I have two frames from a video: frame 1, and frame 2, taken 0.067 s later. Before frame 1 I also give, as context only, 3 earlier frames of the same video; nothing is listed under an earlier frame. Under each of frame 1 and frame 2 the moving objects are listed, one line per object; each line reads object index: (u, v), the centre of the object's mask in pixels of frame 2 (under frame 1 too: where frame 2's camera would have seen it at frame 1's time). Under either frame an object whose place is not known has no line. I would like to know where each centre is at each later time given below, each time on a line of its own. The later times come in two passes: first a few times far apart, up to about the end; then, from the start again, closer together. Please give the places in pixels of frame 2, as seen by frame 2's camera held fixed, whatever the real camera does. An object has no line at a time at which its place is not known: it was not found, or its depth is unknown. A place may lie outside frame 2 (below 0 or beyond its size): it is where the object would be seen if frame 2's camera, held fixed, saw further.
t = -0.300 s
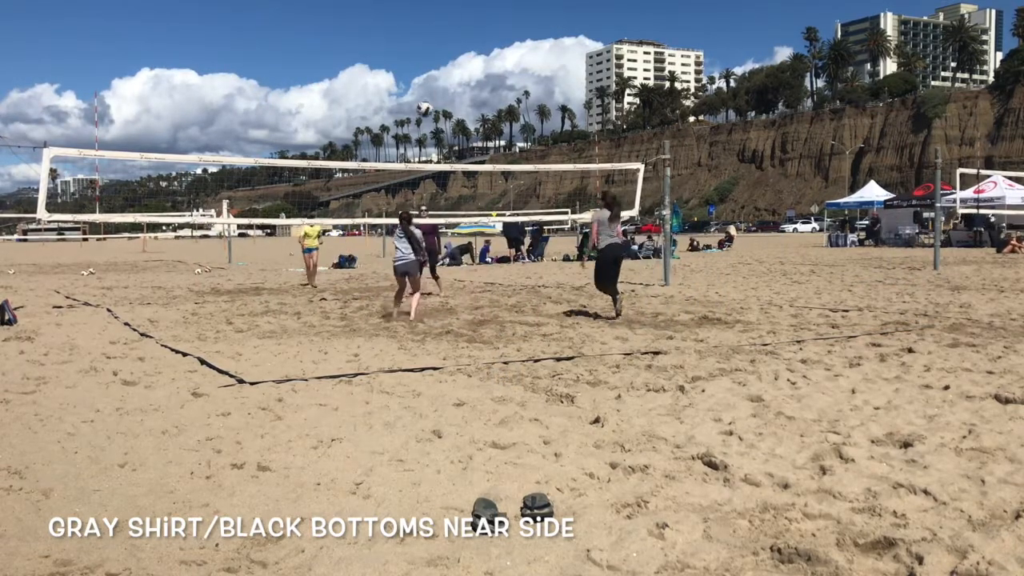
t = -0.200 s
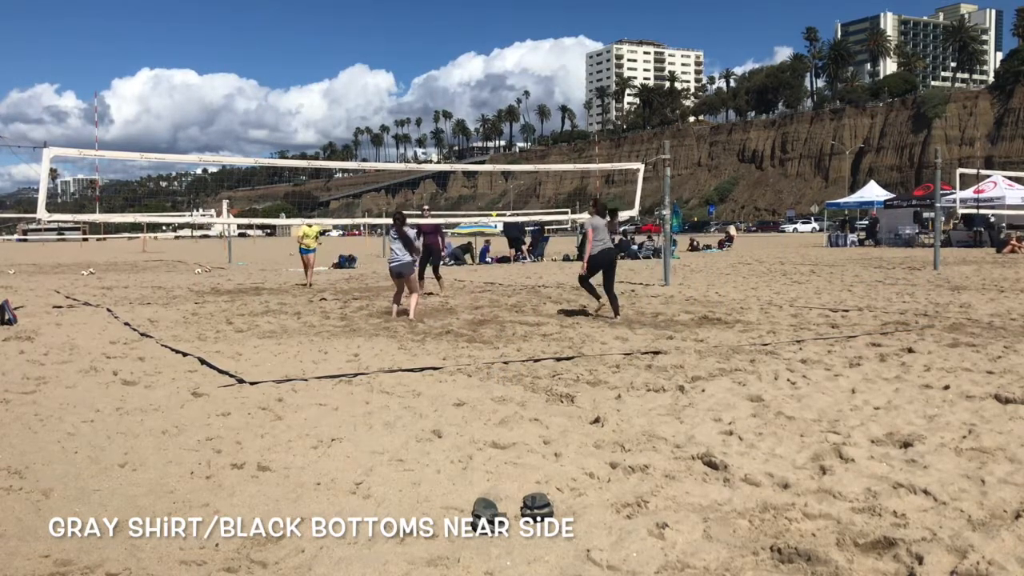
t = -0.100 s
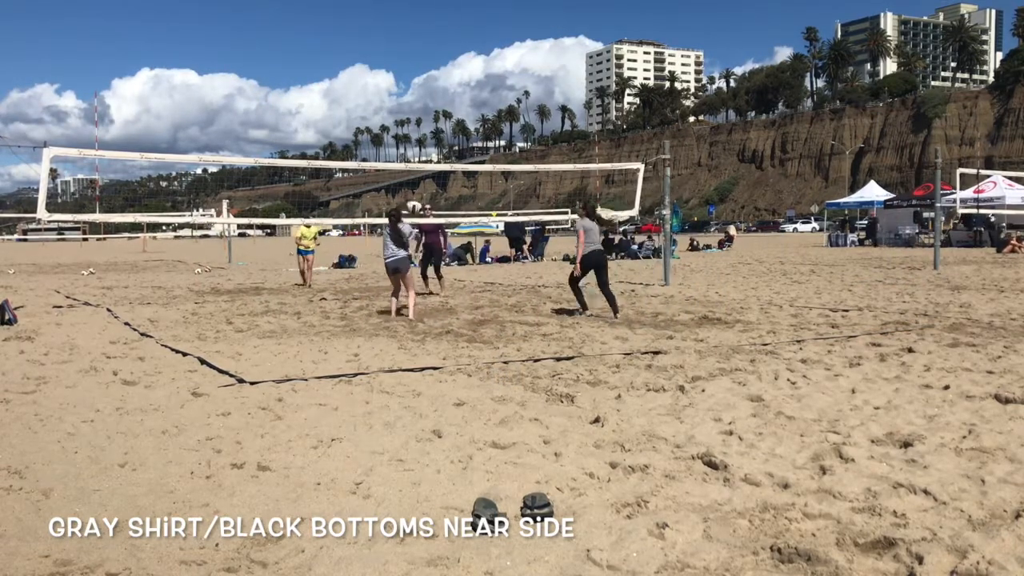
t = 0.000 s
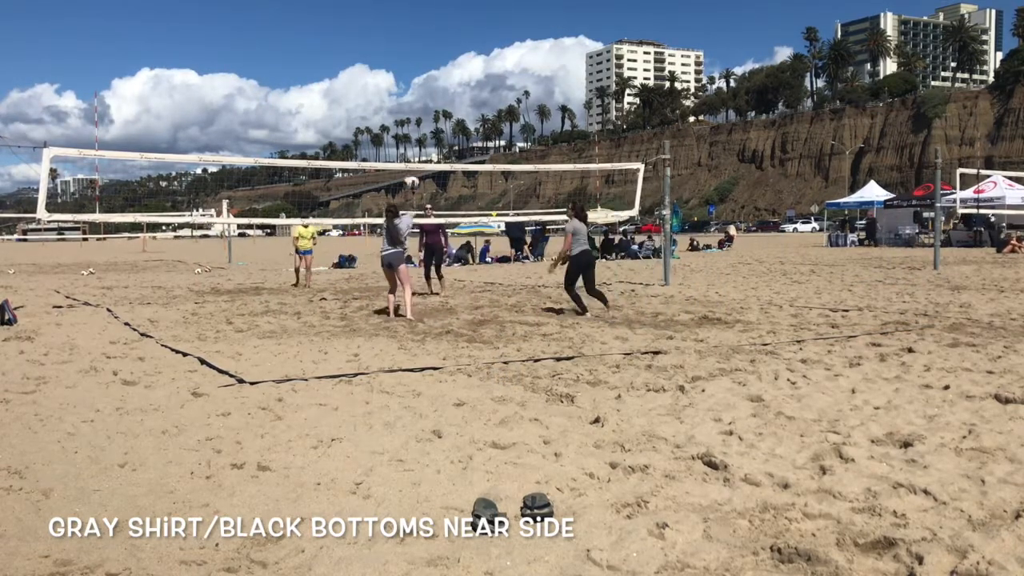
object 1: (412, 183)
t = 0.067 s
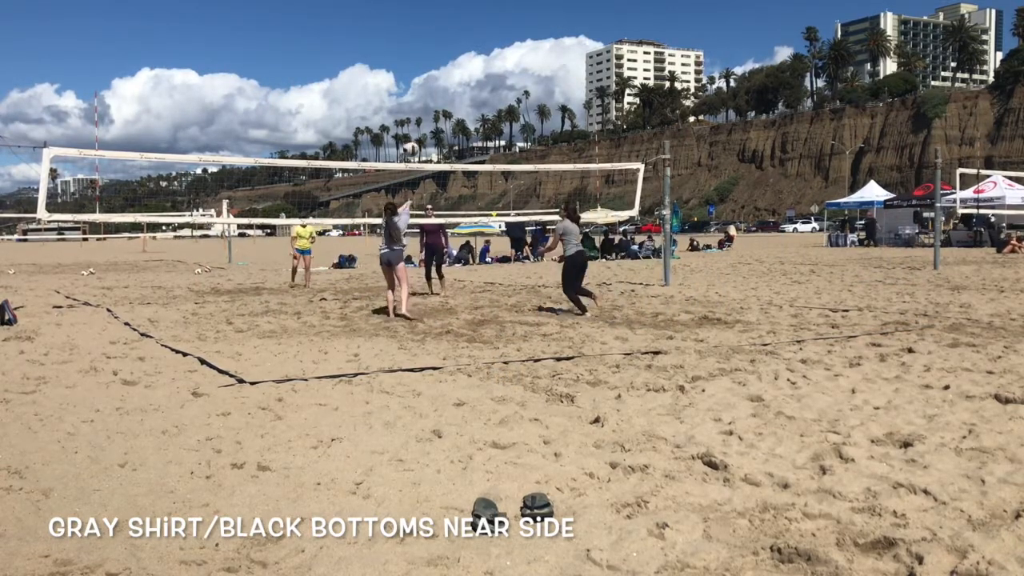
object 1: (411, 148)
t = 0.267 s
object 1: (411, 69)
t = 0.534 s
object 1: (417, 9)
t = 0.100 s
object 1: (410, 133)
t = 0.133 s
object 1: (410, 118)
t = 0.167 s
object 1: (410, 105)
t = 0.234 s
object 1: (410, 80)
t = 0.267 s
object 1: (411, 69)
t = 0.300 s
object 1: (411, 58)
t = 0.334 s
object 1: (412, 49)
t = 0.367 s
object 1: (413, 40)
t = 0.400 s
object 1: (413, 32)
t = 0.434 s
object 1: (414, 25)
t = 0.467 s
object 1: (415, 18)
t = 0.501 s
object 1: (416, 14)
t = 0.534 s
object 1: (417, 9)
